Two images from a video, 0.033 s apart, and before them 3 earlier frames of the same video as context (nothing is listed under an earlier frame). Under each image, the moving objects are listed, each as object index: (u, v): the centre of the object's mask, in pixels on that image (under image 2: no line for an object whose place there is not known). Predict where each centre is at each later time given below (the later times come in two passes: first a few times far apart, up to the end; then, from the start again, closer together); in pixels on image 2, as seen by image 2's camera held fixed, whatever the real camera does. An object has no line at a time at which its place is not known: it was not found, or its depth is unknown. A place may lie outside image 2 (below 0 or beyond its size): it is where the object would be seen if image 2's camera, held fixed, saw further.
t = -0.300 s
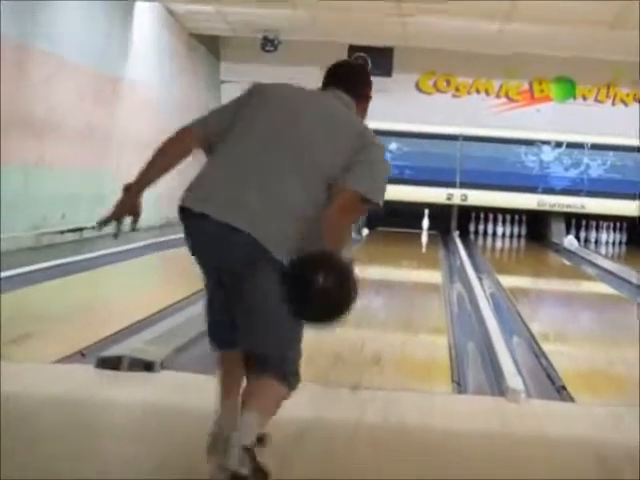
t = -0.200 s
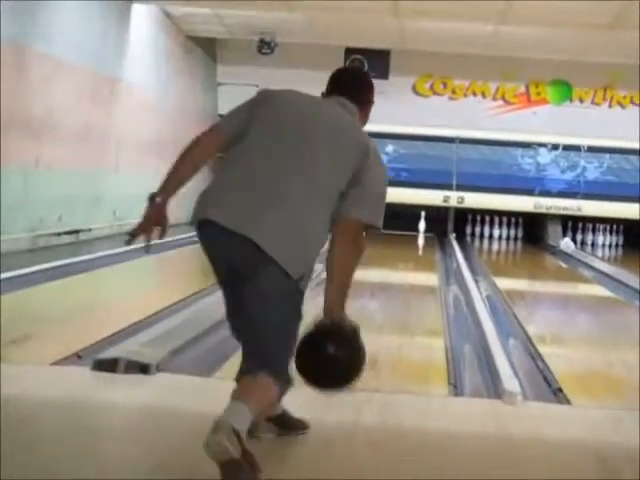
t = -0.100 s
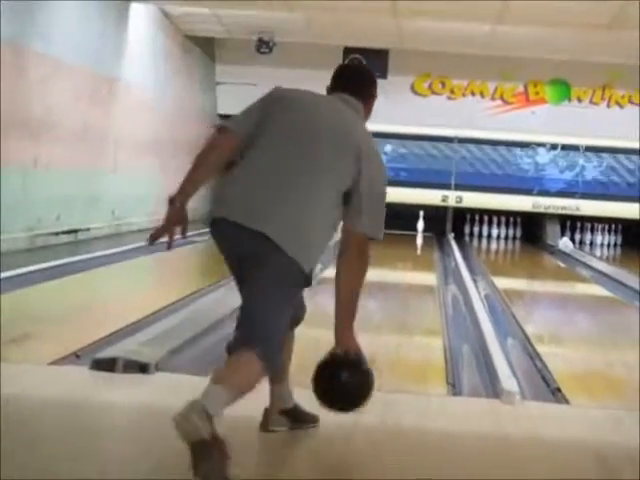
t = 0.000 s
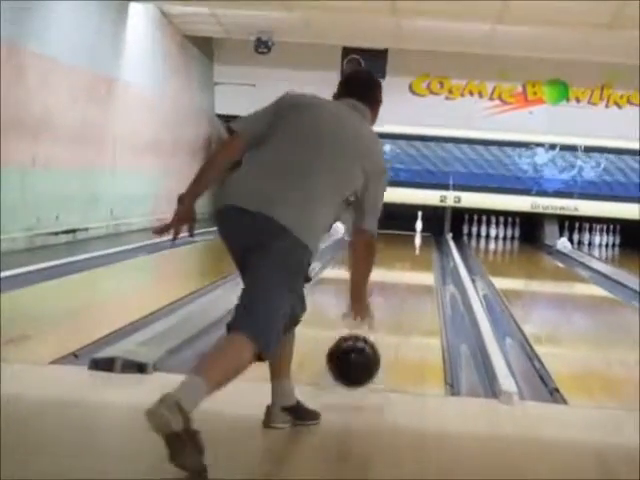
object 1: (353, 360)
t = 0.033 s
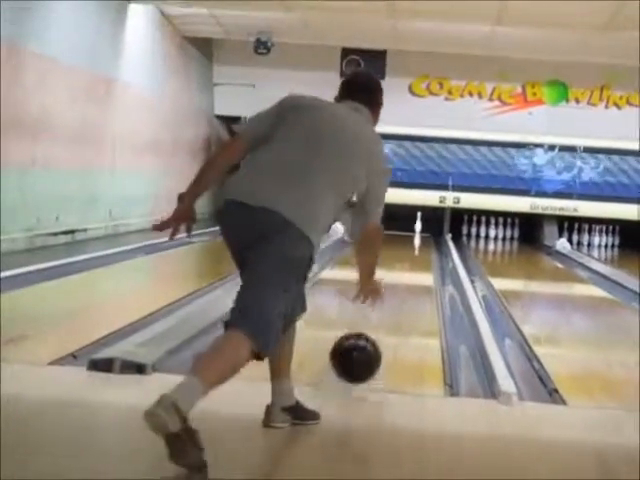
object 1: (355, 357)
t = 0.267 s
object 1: (372, 329)
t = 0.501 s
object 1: (383, 300)
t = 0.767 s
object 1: (389, 281)
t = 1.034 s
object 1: (390, 267)
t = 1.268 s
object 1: (405, 258)
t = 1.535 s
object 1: (404, 249)
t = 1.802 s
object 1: (406, 242)
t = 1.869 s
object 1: (407, 241)
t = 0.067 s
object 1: (358, 356)
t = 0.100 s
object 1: (360, 358)
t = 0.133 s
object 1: (363, 351)
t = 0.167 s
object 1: (365, 344)
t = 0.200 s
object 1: (367, 340)
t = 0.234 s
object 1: (370, 334)
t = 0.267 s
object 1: (372, 329)
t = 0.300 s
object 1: (373, 324)
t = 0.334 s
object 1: (375, 320)
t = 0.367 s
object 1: (377, 316)
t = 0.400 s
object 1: (378, 311)
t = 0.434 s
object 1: (380, 308)
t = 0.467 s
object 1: (381, 304)
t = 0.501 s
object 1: (383, 300)
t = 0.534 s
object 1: (384, 298)
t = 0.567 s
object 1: (385, 294)
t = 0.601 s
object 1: (386, 292)
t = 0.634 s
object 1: (387, 289)
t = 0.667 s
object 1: (388, 287)
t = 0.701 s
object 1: (389, 284)
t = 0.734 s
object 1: (389, 283)
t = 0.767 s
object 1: (389, 281)
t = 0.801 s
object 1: (390, 278)
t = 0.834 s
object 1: (390, 276)
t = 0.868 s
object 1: (390, 275)
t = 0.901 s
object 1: (391, 274)
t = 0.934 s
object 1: (391, 272)
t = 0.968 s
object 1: (391, 271)
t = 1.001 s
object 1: (390, 269)
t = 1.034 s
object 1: (390, 267)
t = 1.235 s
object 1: (406, 258)
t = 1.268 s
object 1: (405, 258)
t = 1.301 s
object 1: (404, 256)
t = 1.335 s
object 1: (403, 254)
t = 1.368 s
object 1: (403, 254)
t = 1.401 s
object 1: (402, 252)
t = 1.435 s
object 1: (403, 251)
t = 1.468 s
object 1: (403, 250)
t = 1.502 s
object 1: (404, 249)
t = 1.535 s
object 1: (404, 249)
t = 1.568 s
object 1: (405, 247)
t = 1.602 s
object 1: (405, 247)
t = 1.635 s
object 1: (405, 246)
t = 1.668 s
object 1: (406, 246)
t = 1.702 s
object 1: (406, 245)
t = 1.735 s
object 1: (406, 244)
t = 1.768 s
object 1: (406, 244)
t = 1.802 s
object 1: (406, 242)
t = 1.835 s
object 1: (407, 241)
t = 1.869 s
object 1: (407, 241)
